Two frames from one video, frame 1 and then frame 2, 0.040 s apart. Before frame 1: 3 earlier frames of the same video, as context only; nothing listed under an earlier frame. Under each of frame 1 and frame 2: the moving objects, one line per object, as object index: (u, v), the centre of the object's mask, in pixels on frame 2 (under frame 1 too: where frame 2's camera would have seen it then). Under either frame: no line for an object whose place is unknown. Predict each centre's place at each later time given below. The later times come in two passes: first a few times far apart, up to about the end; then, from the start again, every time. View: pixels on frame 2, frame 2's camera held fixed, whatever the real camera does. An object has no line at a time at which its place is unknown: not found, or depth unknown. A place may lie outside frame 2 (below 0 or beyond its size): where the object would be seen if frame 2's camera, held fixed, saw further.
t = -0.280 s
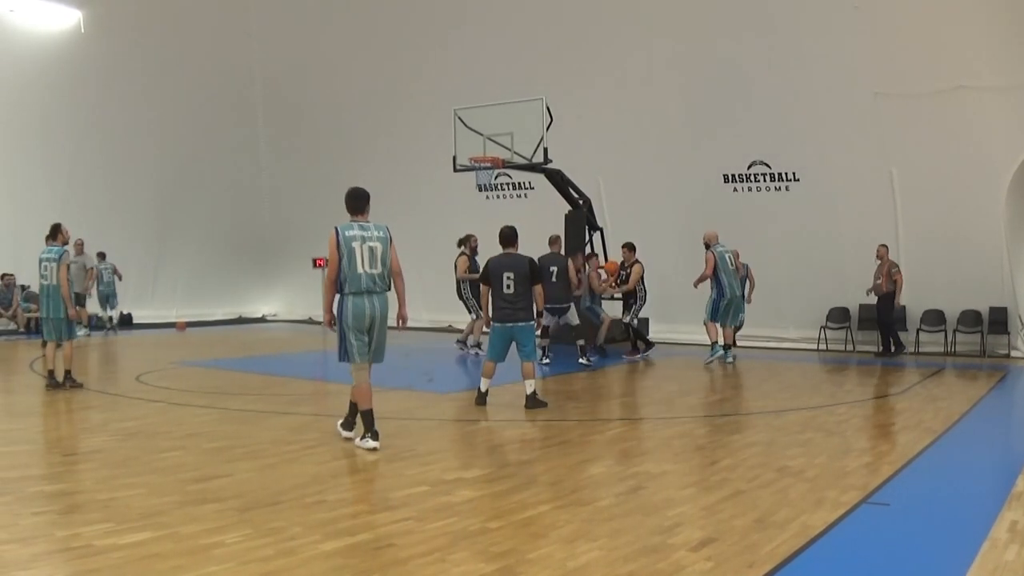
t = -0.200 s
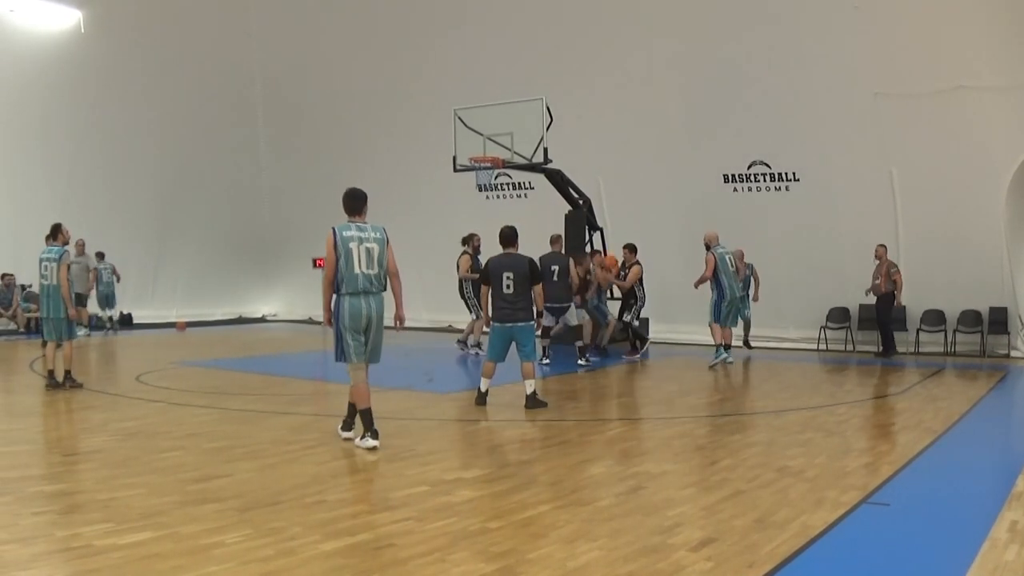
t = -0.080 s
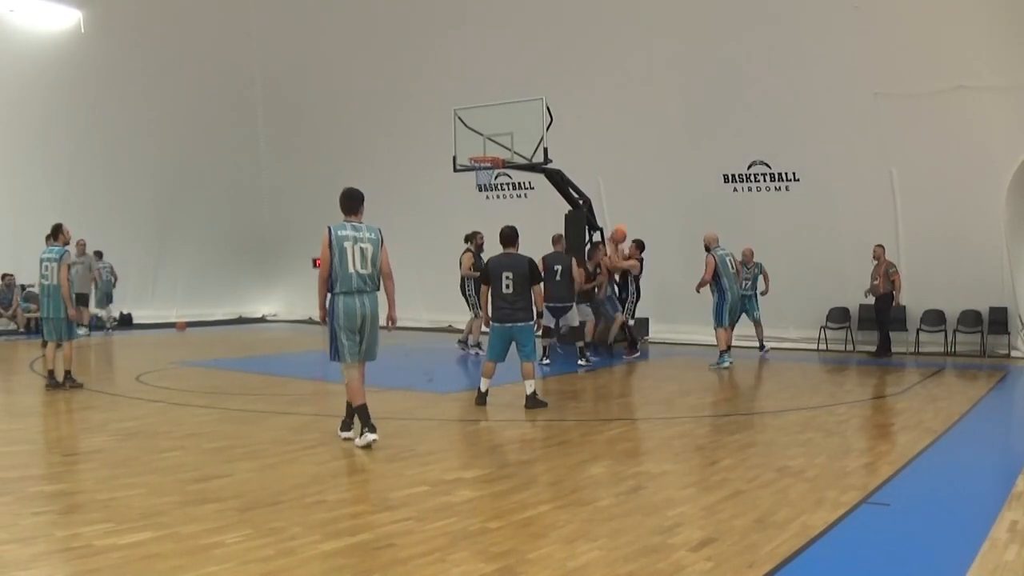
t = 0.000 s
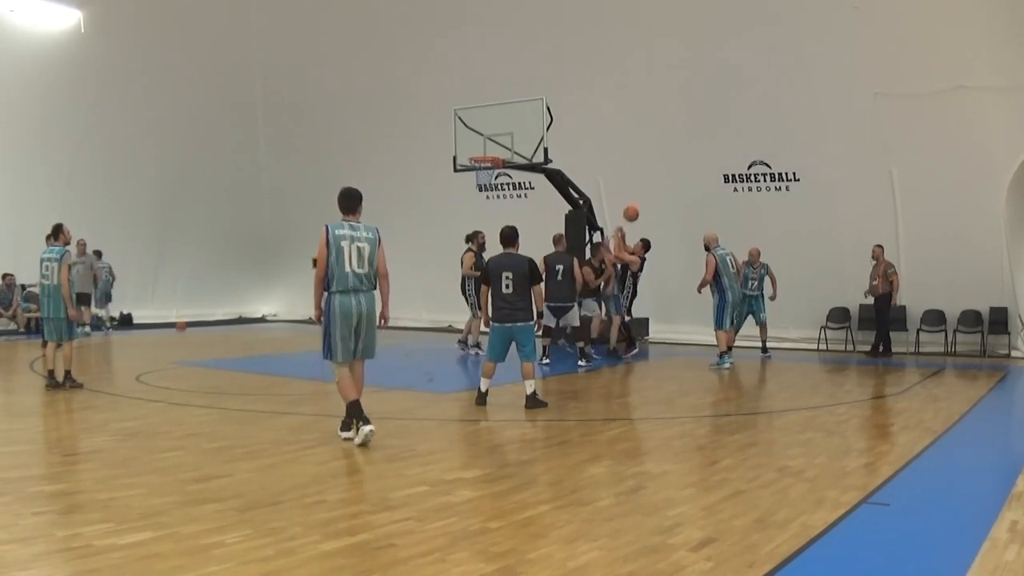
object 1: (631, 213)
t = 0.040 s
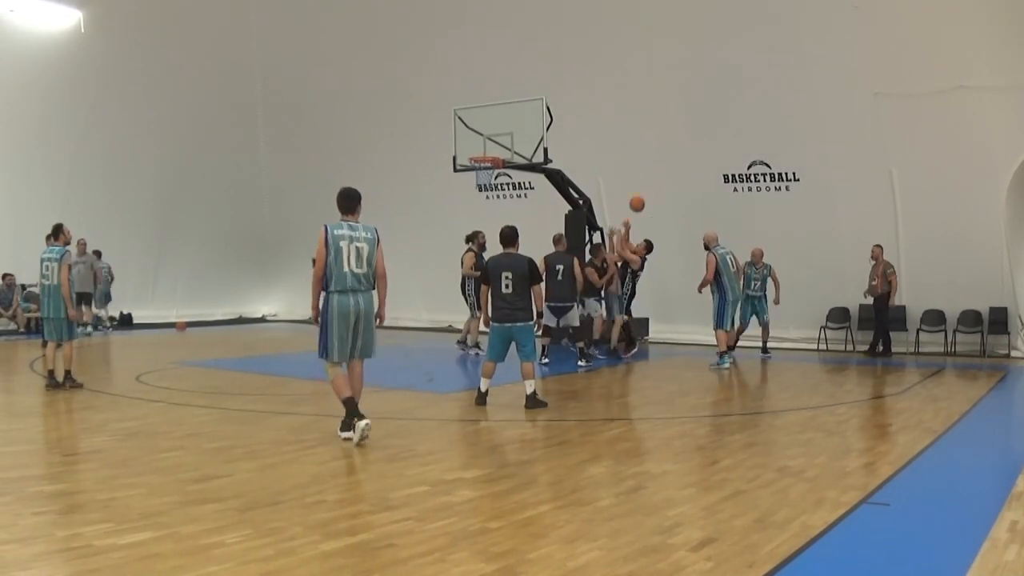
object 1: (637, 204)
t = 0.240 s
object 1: (669, 169)
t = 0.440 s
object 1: (700, 161)
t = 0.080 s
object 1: (643, 195)
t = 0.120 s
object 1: (650, 187)
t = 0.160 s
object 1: (656, 180)
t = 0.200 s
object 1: (662, 174)
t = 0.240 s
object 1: (669, 169)
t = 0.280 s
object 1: (675, 166)
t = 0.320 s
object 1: (682, 163)
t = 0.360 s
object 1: (688, 161)
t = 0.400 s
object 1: (694, 161)
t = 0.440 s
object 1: (700, 161)
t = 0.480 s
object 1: (706, 162)
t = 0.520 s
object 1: (711, 165)
